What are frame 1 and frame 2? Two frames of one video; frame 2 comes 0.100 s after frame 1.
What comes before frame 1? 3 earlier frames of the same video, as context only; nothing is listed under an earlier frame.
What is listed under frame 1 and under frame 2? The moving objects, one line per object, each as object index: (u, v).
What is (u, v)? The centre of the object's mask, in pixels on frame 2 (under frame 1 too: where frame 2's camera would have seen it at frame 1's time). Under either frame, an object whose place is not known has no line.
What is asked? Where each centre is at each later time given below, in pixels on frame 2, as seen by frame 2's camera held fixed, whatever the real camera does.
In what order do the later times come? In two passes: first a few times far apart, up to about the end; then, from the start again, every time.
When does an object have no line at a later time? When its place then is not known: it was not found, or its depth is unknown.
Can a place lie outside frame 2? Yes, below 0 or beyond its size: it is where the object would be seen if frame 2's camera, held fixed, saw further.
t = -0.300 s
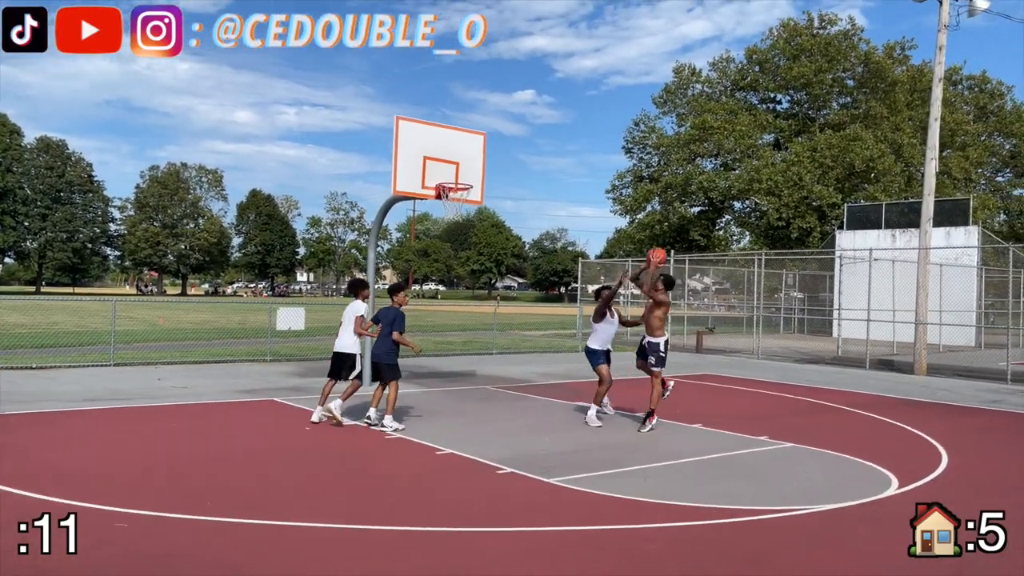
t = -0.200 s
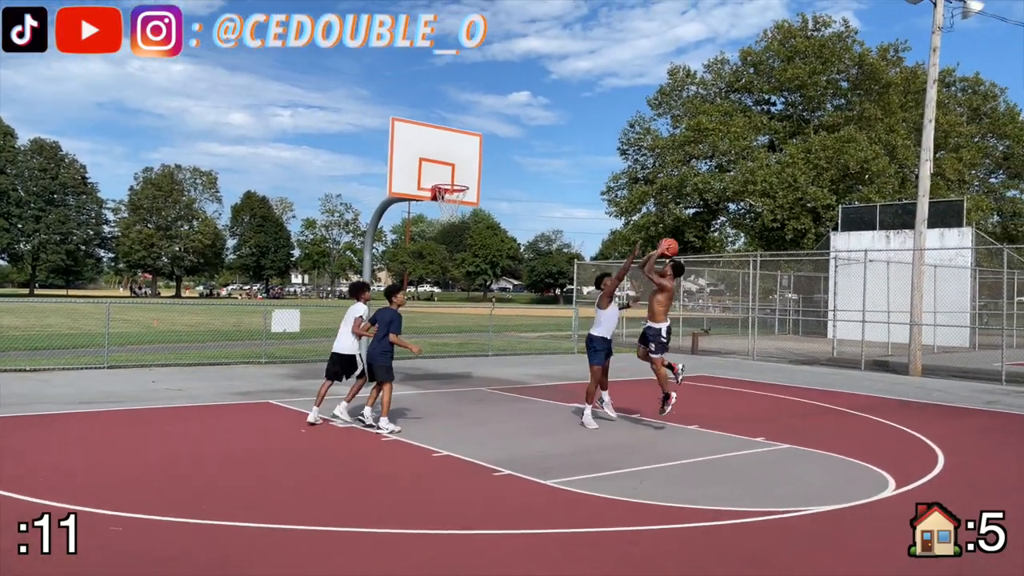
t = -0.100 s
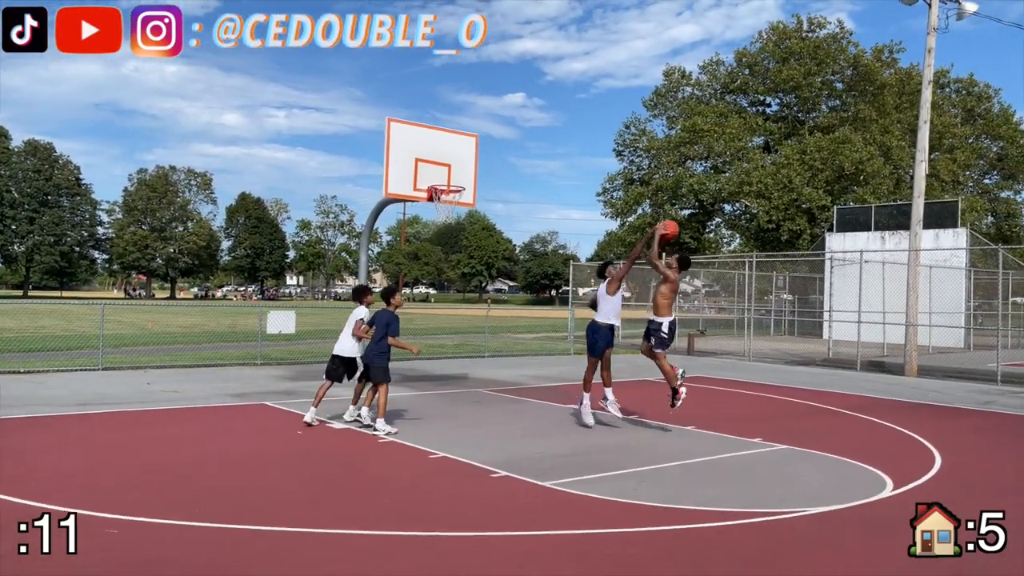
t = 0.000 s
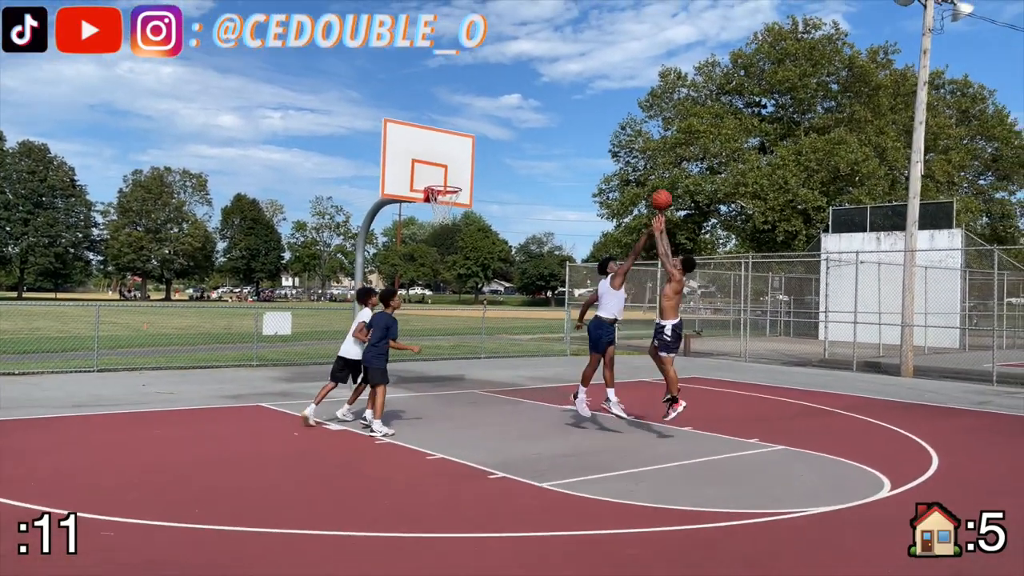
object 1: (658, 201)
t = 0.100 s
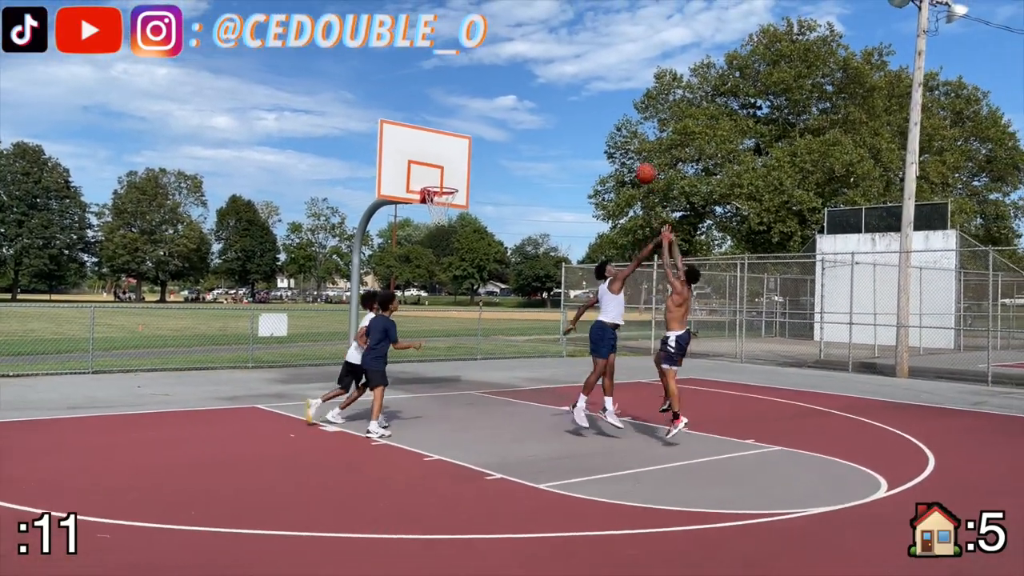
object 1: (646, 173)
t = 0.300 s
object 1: (622, 145)
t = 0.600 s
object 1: (585, 169)
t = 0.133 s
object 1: (642, 166)
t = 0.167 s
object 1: (638, 160)
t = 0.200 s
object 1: (634, 155)
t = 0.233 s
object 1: (630, 151)
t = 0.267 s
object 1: (626, 148)
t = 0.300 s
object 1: (622, 145)
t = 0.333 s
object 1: (618, 144)
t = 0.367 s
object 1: (614, 144)
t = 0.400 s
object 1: (610, 145)
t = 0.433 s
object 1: (606, 147)
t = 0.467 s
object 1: (602, 149)
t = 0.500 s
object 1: (598, 153)
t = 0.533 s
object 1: (594, 157)
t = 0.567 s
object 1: (589, 163)
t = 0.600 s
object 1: (585, 169)
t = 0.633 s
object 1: (581, 176)
